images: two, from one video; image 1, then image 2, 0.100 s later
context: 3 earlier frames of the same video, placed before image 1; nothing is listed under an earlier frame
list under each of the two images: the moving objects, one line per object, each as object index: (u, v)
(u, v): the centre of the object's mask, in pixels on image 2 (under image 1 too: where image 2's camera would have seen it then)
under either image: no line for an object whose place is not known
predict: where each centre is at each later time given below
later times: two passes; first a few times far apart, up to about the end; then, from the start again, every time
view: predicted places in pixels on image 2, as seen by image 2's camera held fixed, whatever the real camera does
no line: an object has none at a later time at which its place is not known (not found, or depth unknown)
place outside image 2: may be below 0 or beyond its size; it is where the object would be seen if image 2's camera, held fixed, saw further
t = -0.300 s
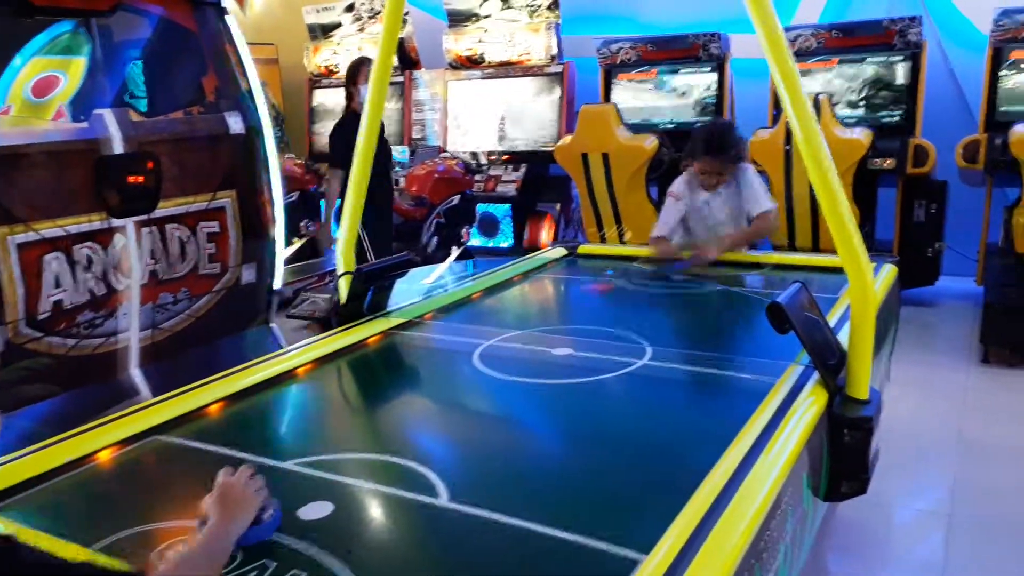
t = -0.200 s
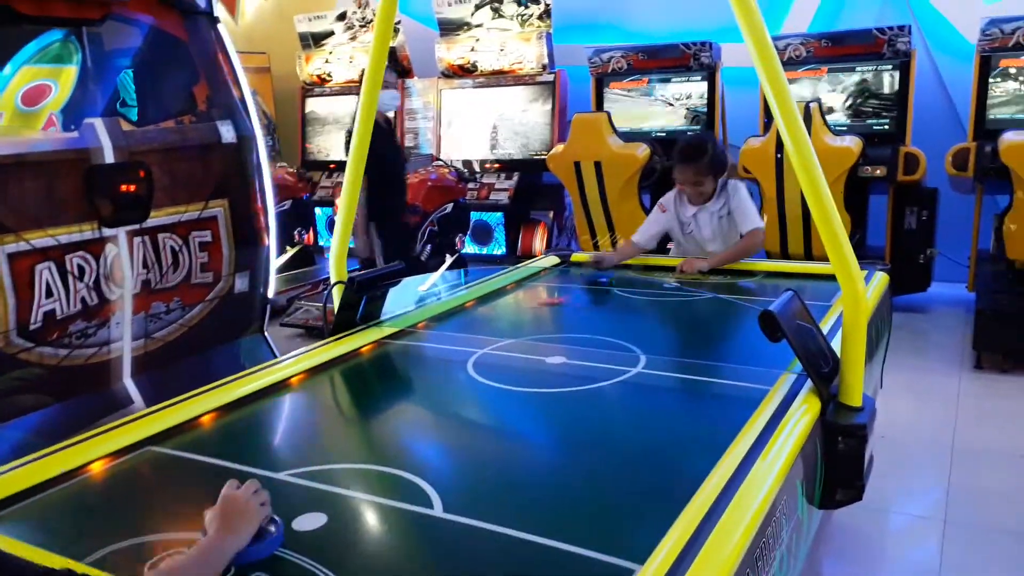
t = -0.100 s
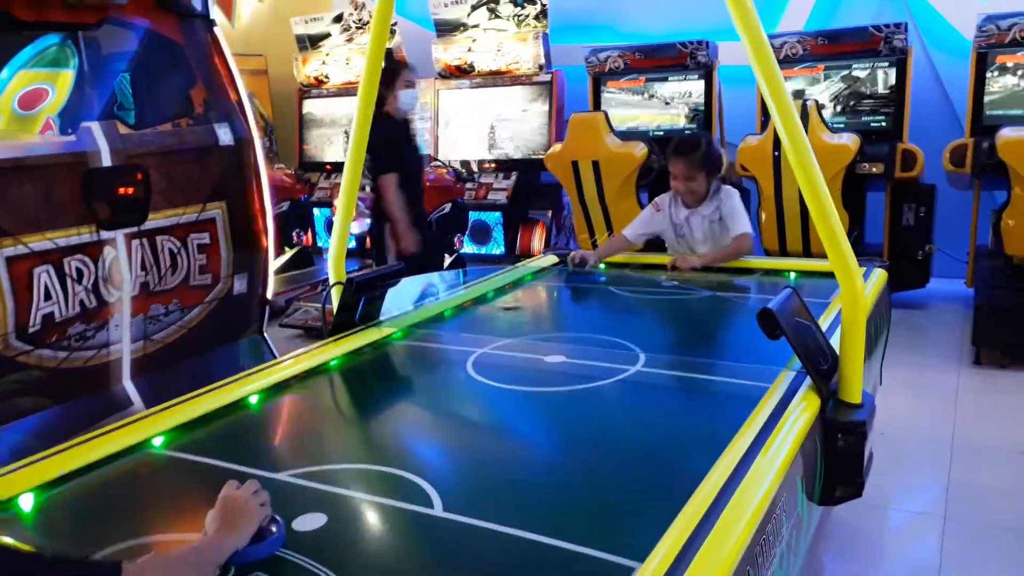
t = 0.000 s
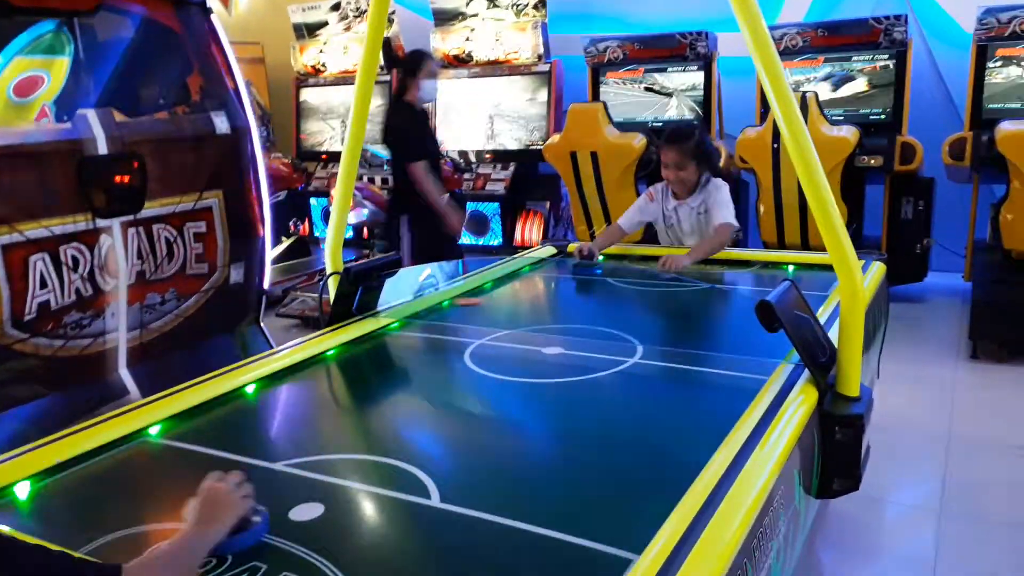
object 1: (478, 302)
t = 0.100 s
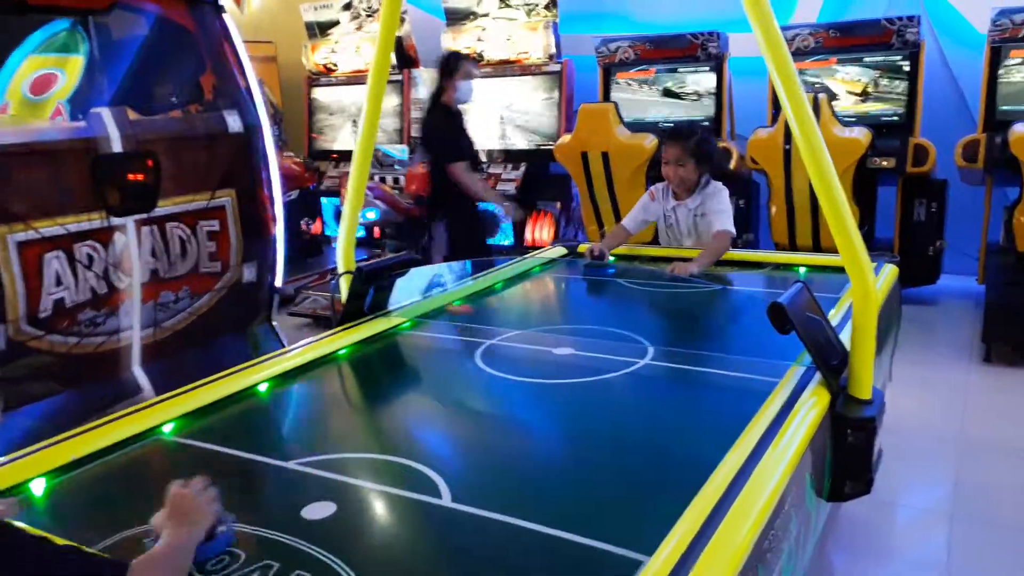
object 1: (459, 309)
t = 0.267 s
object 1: (468, 326)
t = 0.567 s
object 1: (495, 360)
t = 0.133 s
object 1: (462, 313)
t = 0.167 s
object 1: (463, 315)
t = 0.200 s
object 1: (464, 318)
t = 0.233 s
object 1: (467, 322)
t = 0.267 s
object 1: (468, 326)
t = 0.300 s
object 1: (471, 329)
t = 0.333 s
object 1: (475, 332)
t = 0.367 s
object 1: (478, 335)
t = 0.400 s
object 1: (480, 339)
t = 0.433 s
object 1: (481, 344)
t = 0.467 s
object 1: (485, 348)
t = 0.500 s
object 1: (488, 351)
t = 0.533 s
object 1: (491, 356)
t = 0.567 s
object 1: (495, 360)
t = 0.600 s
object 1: (499, 364)
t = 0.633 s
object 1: (501, 369)
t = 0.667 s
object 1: (504, 374)
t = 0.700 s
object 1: (508, 379)
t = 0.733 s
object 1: (512, 384)
